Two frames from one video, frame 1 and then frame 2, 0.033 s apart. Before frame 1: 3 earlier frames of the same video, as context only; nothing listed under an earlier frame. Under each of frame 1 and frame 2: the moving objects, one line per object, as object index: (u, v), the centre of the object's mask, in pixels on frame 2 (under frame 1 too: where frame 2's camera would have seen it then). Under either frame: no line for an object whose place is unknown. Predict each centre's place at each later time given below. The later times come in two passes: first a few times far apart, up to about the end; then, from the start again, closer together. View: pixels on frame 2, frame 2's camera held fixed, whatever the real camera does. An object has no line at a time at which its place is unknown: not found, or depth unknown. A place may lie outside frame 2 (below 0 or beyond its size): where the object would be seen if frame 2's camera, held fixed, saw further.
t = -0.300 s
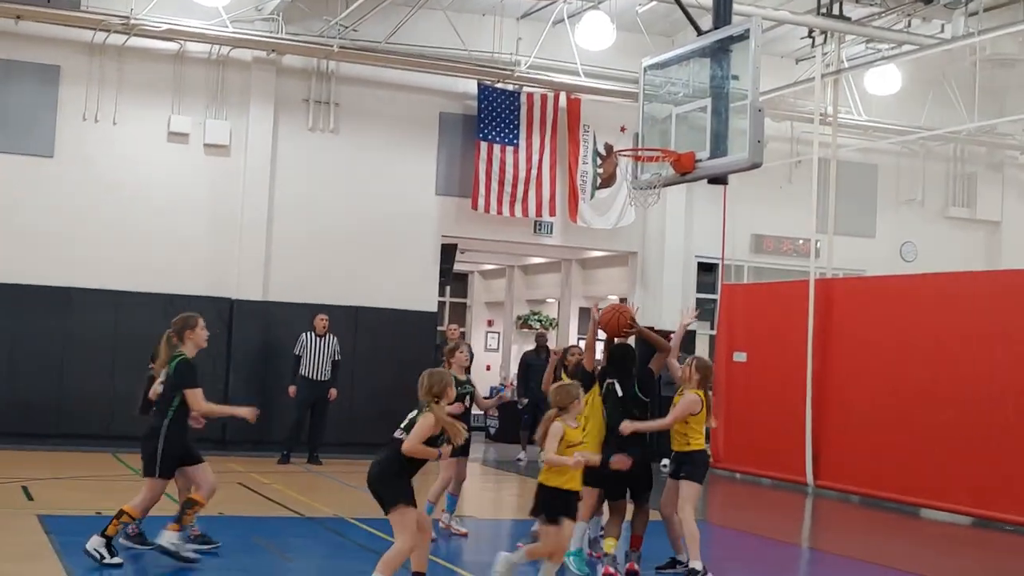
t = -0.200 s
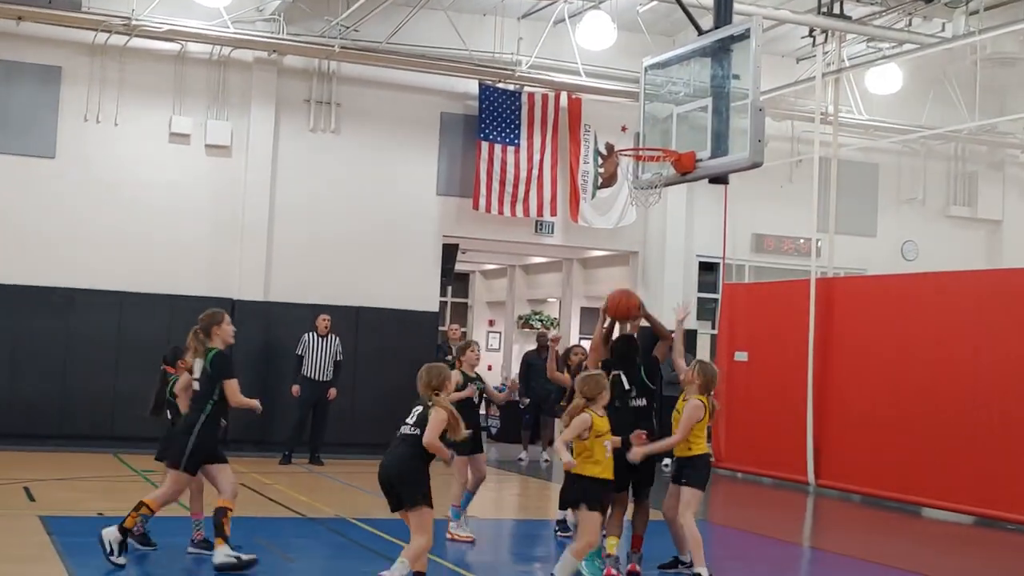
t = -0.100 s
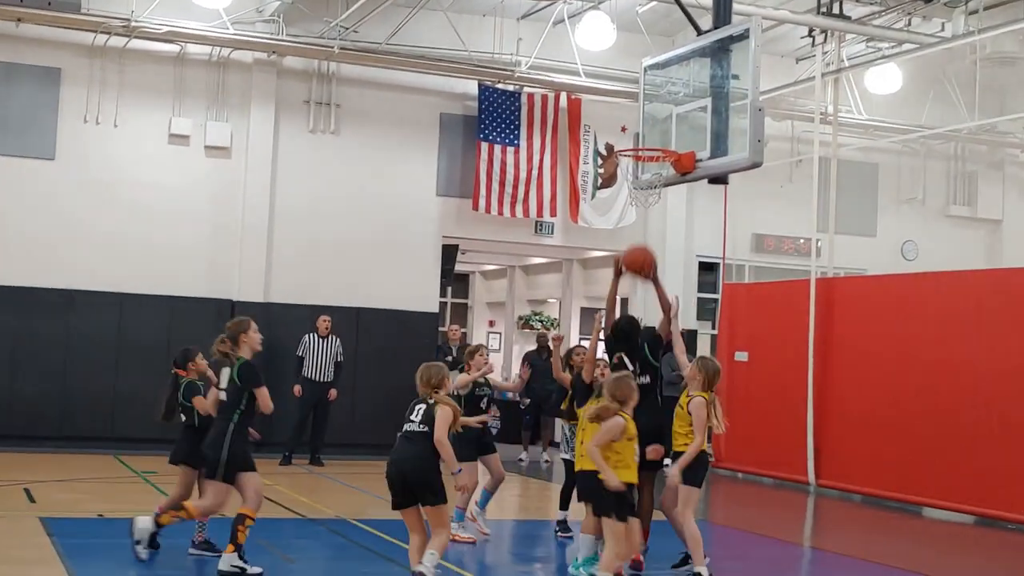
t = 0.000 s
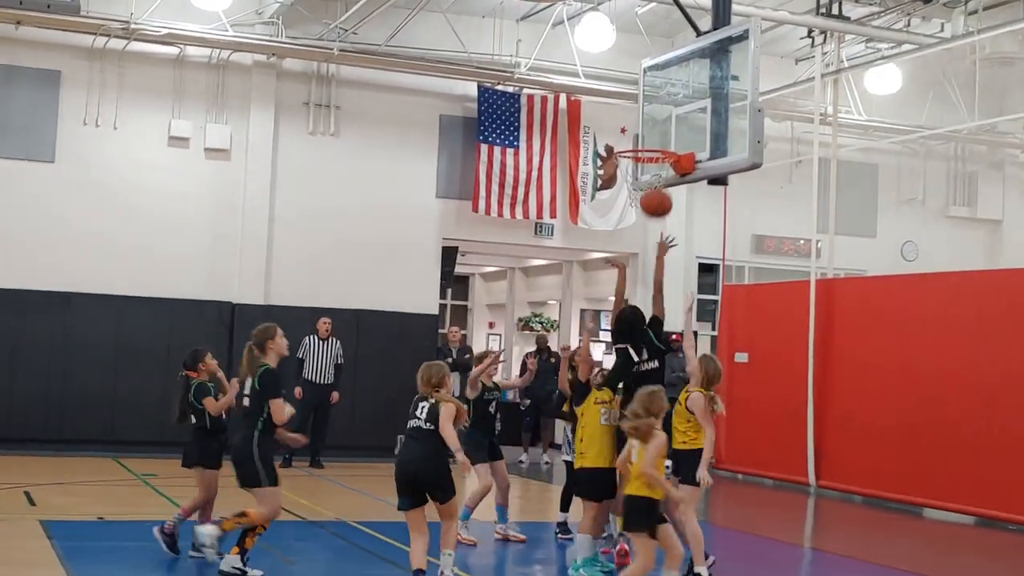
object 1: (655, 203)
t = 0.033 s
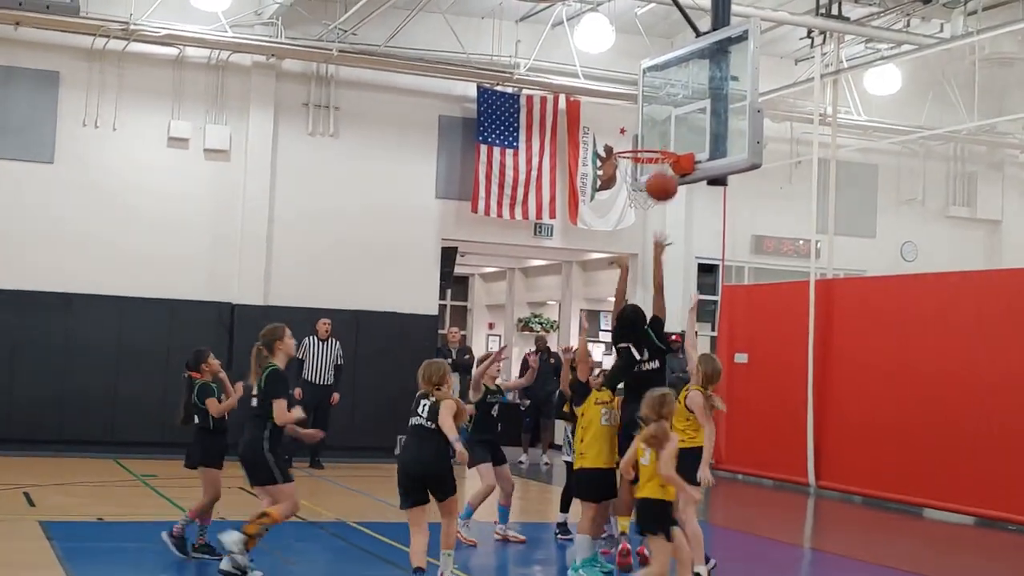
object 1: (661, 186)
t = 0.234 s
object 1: (692, 121)
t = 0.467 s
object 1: (676, 112)
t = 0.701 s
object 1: (622, 128)
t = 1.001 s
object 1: (561, 195)
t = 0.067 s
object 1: (666, 171)
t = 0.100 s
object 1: (671, 158)
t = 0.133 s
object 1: (678, 146)
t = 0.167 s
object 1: (683, 136)
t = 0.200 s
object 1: (688, 128)
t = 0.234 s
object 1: (692, 121)
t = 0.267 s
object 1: (698, 115)
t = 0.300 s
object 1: (703, 111)
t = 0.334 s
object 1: (707, 109)
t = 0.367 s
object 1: (705, 108)
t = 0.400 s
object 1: (694, 108)
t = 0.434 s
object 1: (686, 108)
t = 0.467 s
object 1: (676, 112)
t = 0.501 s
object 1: (667, 116)
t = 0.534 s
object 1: (658, 121)
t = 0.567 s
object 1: (648, 128)
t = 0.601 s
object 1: (640, 133)
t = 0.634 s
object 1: (634, 131)
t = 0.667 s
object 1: (628, 129)
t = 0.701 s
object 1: (622, 128)
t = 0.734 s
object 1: (616, 130)
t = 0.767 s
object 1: (610, 133)
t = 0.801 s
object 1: (603, 136)
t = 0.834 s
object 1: (597, 142)
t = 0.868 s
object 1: (590, 150)
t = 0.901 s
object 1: (584, 158)
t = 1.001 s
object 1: (561, 195)
